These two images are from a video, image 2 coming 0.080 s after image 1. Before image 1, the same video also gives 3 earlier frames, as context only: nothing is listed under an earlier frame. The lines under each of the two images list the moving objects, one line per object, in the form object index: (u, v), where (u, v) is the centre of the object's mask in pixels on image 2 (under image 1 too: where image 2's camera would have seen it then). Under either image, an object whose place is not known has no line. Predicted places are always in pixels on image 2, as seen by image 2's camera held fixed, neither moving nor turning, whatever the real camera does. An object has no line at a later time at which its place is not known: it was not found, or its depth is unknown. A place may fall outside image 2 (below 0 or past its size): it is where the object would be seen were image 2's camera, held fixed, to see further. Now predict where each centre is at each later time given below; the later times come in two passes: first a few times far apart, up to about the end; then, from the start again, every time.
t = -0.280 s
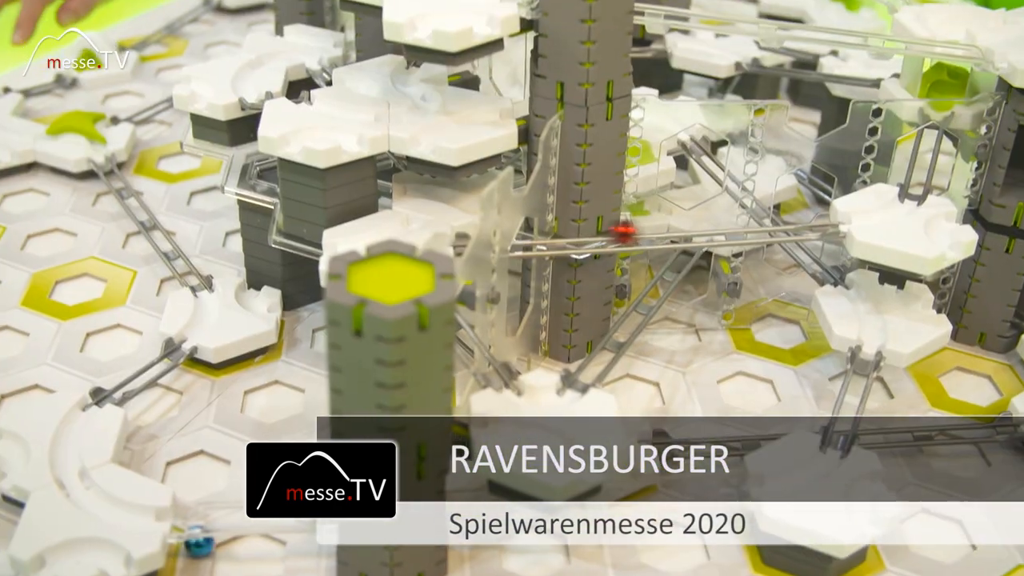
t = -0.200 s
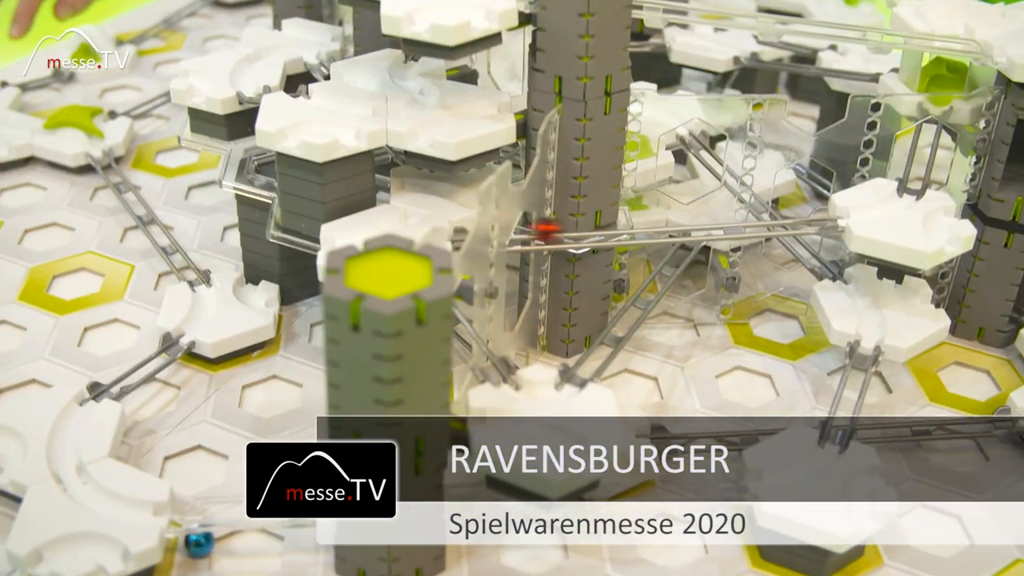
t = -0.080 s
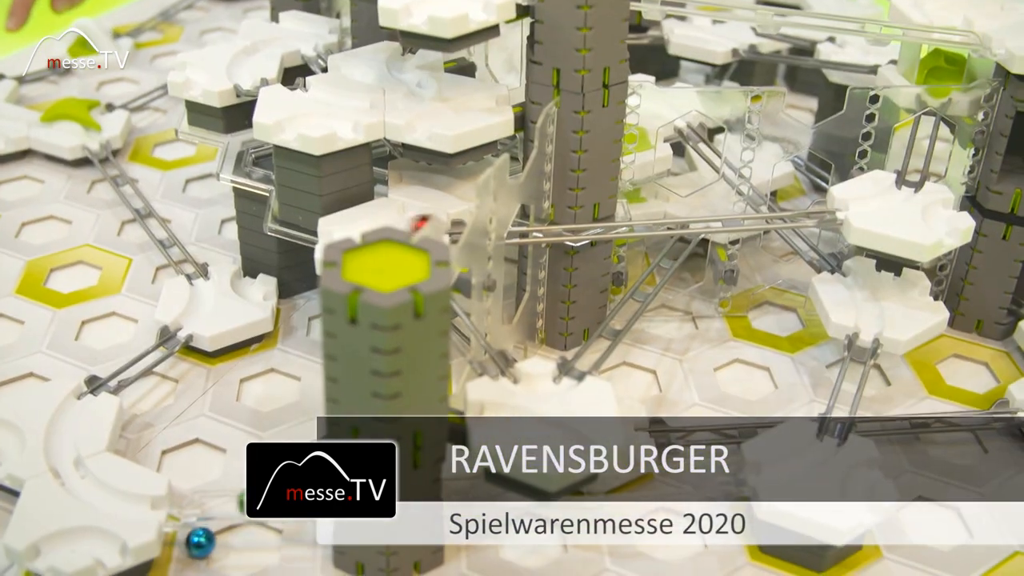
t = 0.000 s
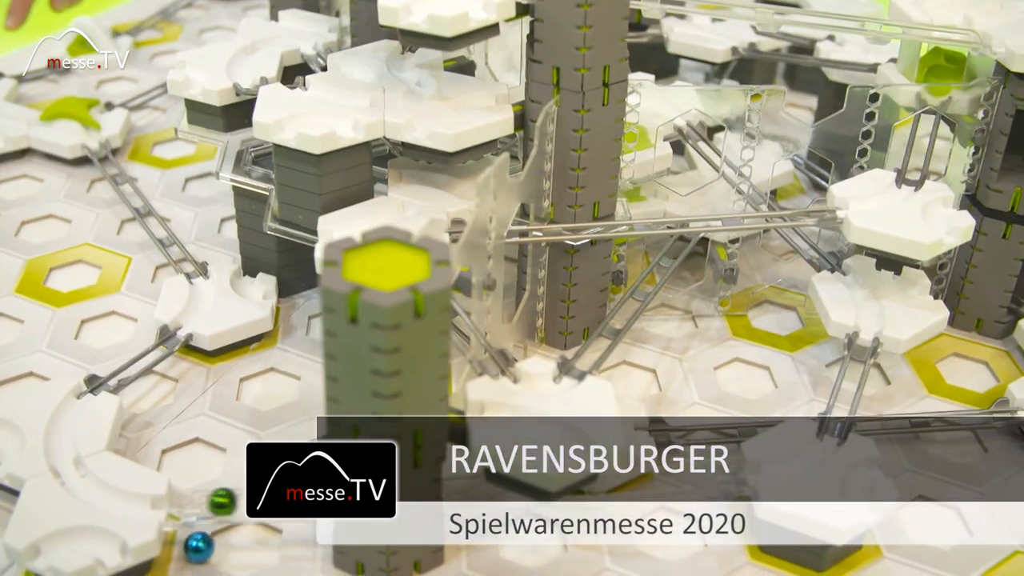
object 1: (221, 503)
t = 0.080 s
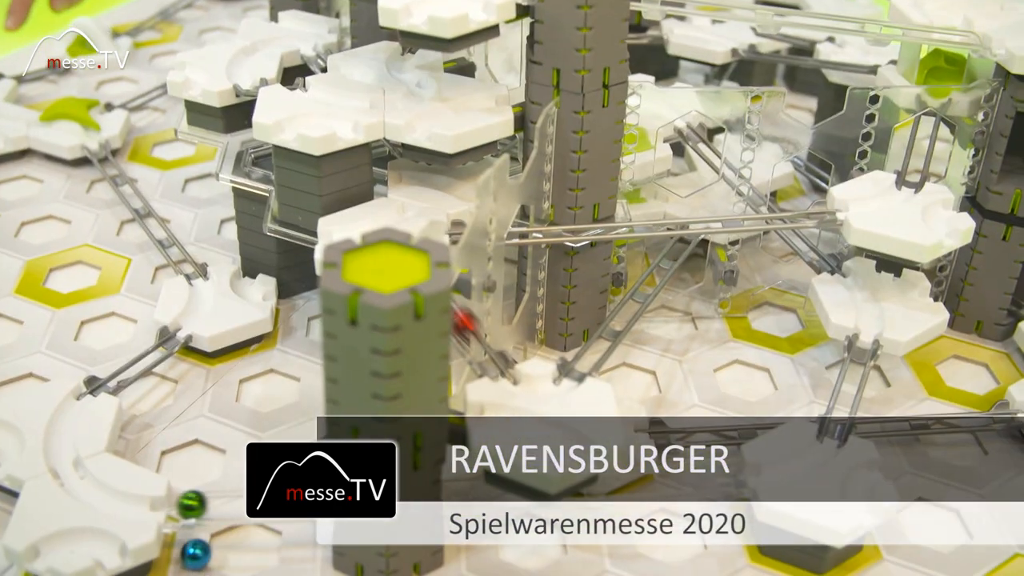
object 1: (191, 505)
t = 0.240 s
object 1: (113, 500)
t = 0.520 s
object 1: (63, 420)
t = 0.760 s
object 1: (130, 360)
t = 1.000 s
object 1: (202, 291)
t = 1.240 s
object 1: (165, 234)
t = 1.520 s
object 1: (120, 177)
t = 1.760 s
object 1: (91, 137)
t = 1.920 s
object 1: (59, 122)
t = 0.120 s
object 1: (176, 506)
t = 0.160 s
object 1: (157, 506)
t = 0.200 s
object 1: (135, 505)
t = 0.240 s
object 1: (113, 500)
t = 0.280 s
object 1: (94, 493)
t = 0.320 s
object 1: (80, 483)
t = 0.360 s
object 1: (69, 470)
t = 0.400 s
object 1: (62, 458)
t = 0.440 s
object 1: (59, 446)
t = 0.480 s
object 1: (59, 433)
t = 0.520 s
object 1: (63, 420)
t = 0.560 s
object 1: (69, 407)
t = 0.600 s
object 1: (78, 396)
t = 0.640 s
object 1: (90, 386)
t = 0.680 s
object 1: (101, 378)
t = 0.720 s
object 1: (116, 369)
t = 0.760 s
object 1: (130, 360)
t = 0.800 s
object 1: (145, 350)
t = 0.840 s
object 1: (161, 338)
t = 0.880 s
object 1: (174, 329)
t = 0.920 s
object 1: (189, 316)
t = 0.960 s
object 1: (198, 303)
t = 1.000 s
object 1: (202, 291)
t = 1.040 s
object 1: (200, 279)
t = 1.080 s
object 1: (193, 269)
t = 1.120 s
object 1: (185, 259)
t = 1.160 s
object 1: (178, 251)
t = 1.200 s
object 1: (171, 242)
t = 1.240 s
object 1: (165, 234)
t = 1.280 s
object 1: (157, 224)
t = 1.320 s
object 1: (150, 216)
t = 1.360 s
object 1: (144, 208)
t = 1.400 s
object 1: (138, 202)
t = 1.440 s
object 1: (131, 191)
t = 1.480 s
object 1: (125, 184)
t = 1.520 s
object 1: (120, 177)
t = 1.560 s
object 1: (115, 172)
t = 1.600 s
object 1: (109, 162)
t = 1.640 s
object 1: (104, 155)
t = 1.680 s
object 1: (99, 149)
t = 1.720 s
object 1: (96, 145)
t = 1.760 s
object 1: (91, 137)
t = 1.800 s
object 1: (85, 132)
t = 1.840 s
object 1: (77, 128)
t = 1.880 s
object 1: (68, 125)
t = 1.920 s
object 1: (59, 122)
